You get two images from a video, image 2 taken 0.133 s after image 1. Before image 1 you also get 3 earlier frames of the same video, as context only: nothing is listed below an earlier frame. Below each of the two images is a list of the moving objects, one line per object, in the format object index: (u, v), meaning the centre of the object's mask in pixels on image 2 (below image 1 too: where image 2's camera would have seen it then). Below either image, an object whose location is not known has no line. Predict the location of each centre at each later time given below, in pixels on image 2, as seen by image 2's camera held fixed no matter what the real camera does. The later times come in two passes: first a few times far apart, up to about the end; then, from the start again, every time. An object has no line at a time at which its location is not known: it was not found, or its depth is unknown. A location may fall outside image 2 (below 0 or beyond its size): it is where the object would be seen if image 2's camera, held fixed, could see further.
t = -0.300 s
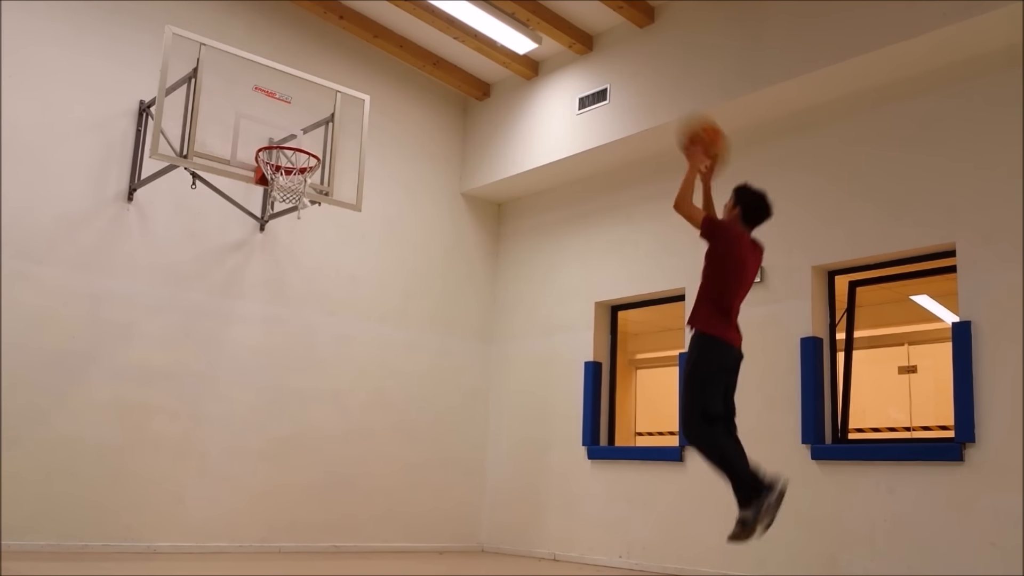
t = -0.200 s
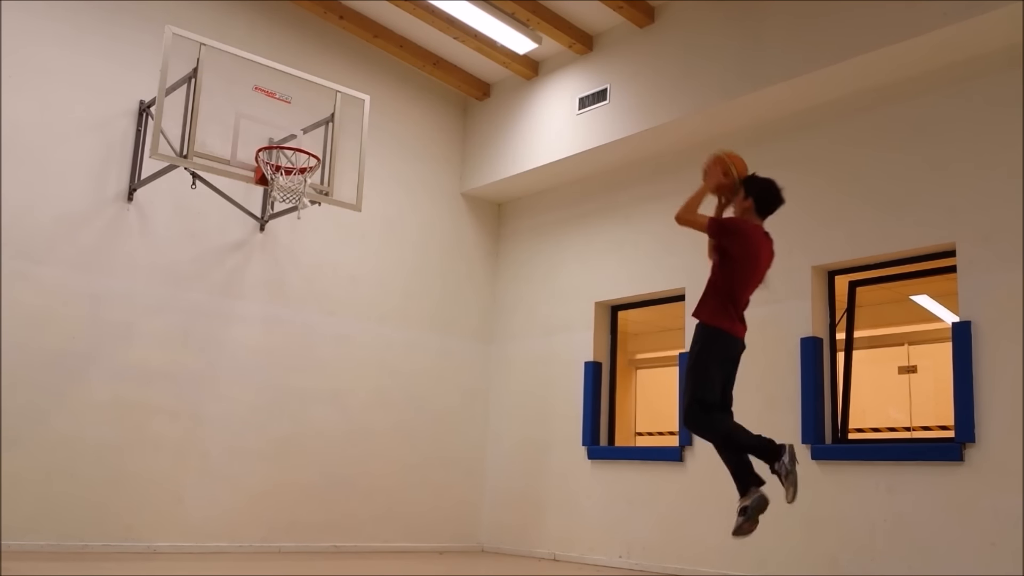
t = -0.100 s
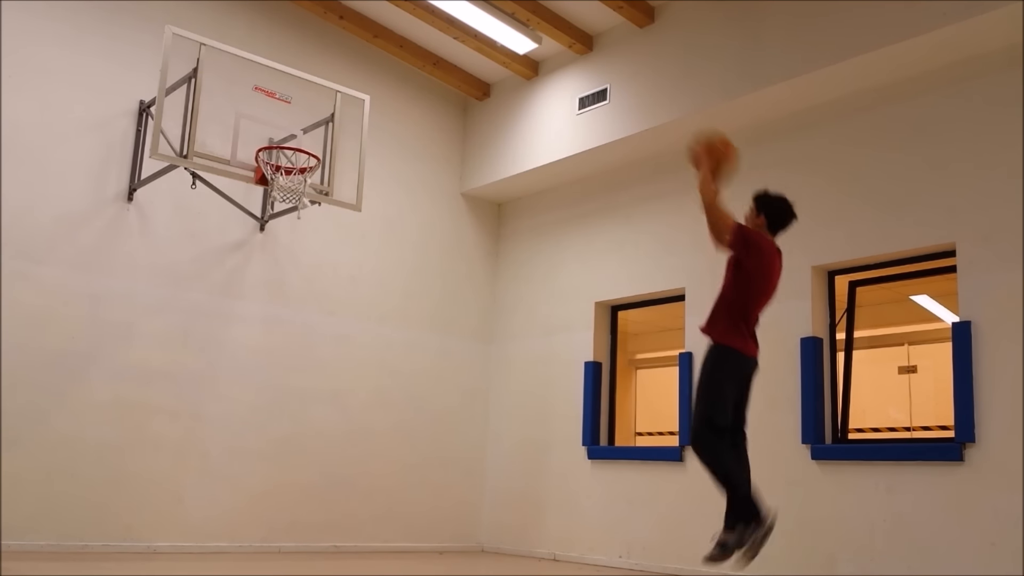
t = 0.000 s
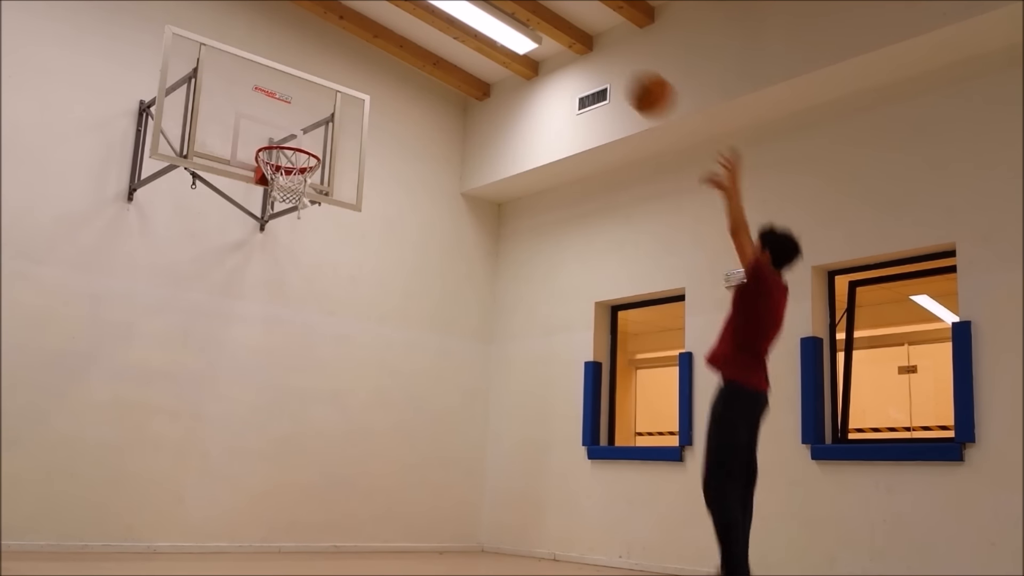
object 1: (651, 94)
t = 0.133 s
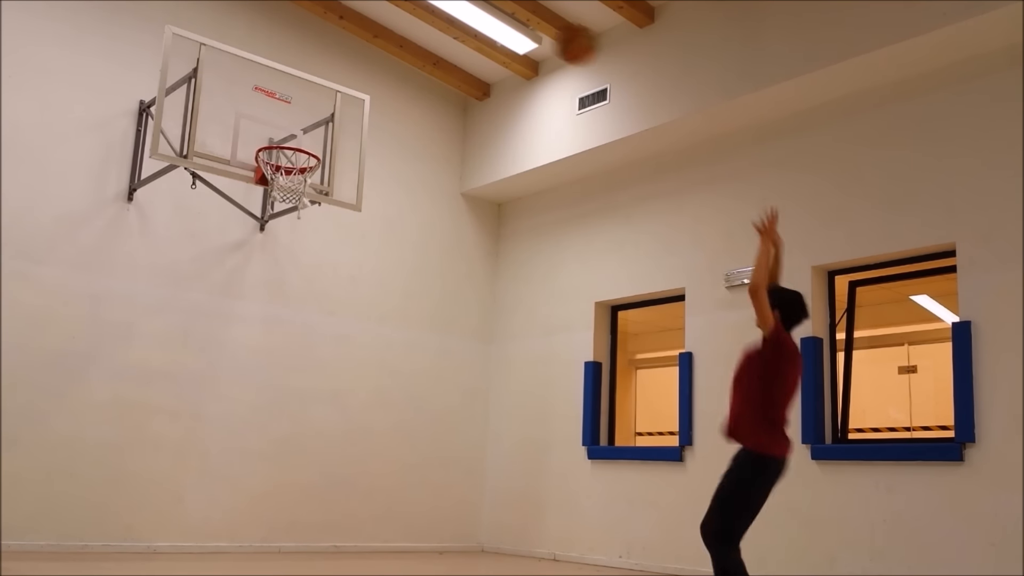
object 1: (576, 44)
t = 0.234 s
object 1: (524, 25)
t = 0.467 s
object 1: (413, 36)
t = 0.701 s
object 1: (316, 110)
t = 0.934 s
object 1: (303, 218)
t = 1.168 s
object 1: (343, 367)
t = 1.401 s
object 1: (387, 522)
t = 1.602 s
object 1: (445, 375)
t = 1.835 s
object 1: (508, 271)
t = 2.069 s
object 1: (571, 235)
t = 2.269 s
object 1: (627, 265)
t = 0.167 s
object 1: (555, 38)
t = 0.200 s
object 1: (538, 30)
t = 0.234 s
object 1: (524, 25)
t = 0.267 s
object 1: (507, 21)
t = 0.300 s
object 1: (491, 19)
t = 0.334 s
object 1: (475, 21)
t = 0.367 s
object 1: (457, 25)
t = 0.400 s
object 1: (443, 27)
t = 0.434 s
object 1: (429, 31)
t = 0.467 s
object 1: (413, 36)
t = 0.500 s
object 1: (398, 41)
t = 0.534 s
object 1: (384, 50)
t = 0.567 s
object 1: (370, 60)
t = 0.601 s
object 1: (357, 70)
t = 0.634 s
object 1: (345, 82)
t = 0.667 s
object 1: (329, 96)
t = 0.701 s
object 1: (316, 110)
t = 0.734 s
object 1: (302, 123)
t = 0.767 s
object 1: (289, 136)
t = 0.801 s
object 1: (278, 161)
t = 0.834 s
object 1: (286, 171)
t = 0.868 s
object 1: (291, 189)
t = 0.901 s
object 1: (297, 202)
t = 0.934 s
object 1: (303, 218)
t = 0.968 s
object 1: (309, 233)
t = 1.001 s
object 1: (315, 250)
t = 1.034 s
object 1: (321, 270)
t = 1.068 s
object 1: (327, 291)
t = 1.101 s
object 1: (332, 315)
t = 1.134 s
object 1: (338, 340)
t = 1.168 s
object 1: (343, 367)
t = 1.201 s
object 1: (348, 396)
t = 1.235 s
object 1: (354, 427)
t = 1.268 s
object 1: (359, 462)
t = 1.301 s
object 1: (364, 498)
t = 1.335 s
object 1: (369, 539)
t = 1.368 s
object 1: (374, 553)
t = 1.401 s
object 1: (387, 522)
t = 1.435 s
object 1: (396, 496)
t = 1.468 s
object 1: (406, 468)
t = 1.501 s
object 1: (416, 443)
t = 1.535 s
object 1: (426, 419)
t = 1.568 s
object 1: (435, 397)
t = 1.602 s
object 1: (445, 375)
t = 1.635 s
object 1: (453, 357)
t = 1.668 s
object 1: (463, 339)
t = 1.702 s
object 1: (472, 322)
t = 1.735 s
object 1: (481, 307)
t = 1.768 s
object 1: (490, 293)
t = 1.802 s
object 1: (499, 282)
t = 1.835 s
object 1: (508, 271)
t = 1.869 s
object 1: (517, 261)
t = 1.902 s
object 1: (526, 253)
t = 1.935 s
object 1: (535, 247)
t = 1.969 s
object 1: (544, 241)
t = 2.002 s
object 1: (553, 237)
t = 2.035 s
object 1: (562, 235)
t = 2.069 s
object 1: (571, 235)
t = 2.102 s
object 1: (580, 236)
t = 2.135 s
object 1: (590, 238)
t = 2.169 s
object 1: (599, 242)
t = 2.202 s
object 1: (608, 248)
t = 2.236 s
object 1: (618, 256)
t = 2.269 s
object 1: (627, 265)
